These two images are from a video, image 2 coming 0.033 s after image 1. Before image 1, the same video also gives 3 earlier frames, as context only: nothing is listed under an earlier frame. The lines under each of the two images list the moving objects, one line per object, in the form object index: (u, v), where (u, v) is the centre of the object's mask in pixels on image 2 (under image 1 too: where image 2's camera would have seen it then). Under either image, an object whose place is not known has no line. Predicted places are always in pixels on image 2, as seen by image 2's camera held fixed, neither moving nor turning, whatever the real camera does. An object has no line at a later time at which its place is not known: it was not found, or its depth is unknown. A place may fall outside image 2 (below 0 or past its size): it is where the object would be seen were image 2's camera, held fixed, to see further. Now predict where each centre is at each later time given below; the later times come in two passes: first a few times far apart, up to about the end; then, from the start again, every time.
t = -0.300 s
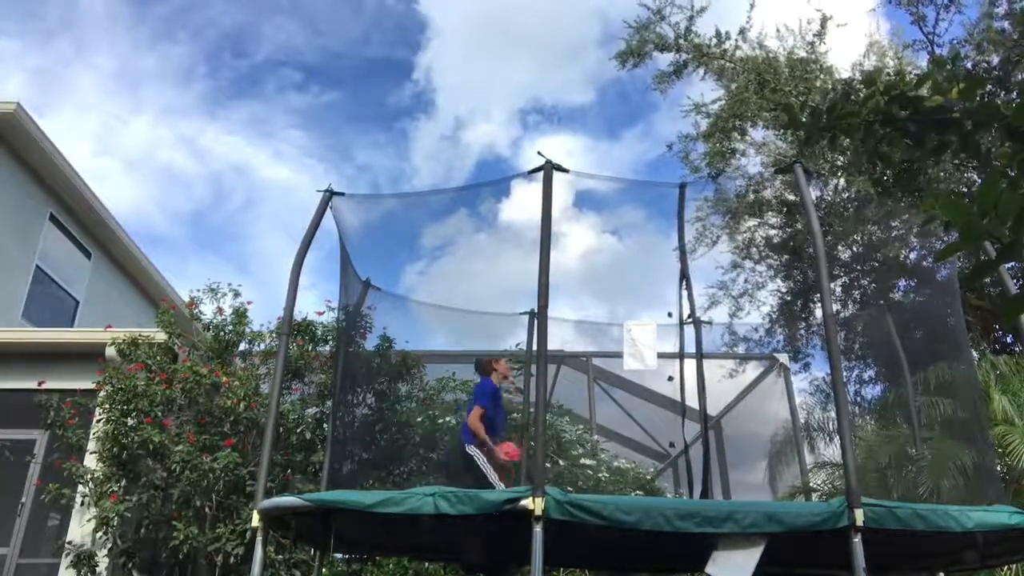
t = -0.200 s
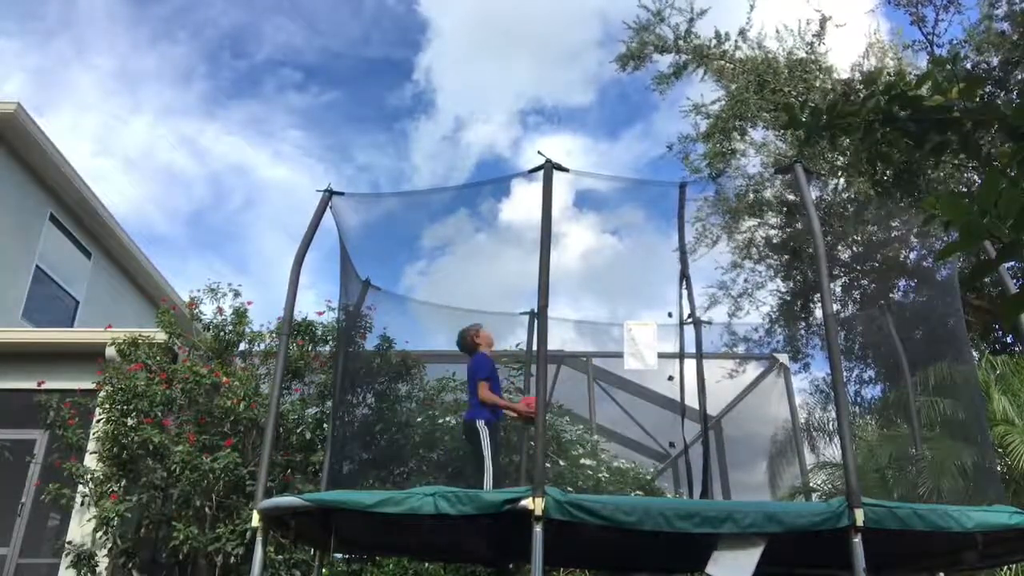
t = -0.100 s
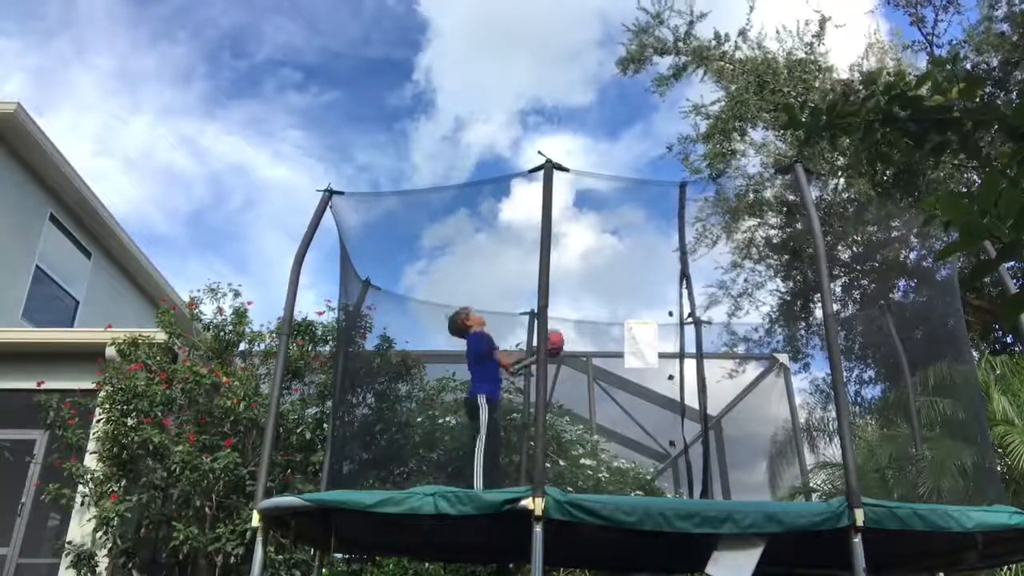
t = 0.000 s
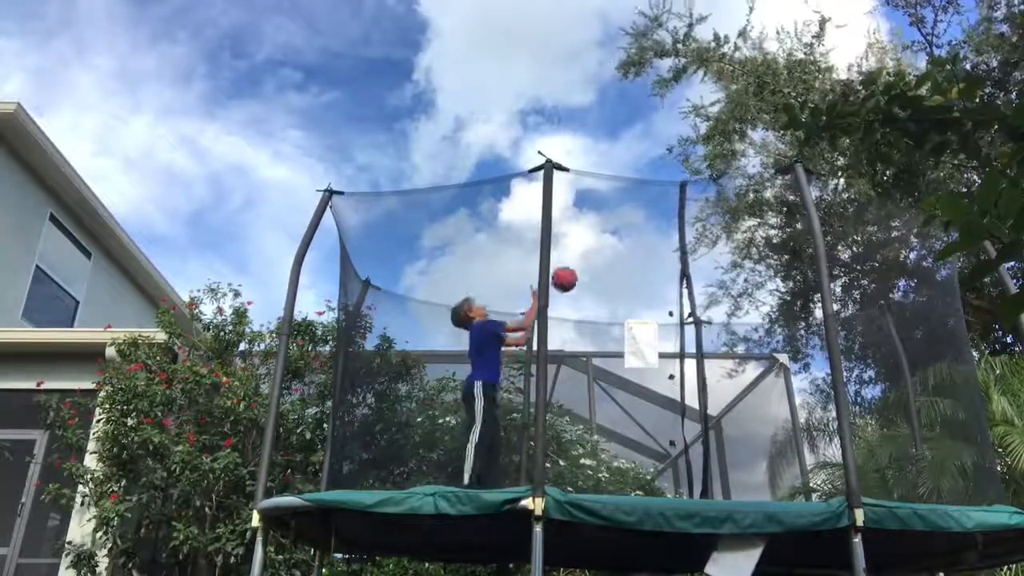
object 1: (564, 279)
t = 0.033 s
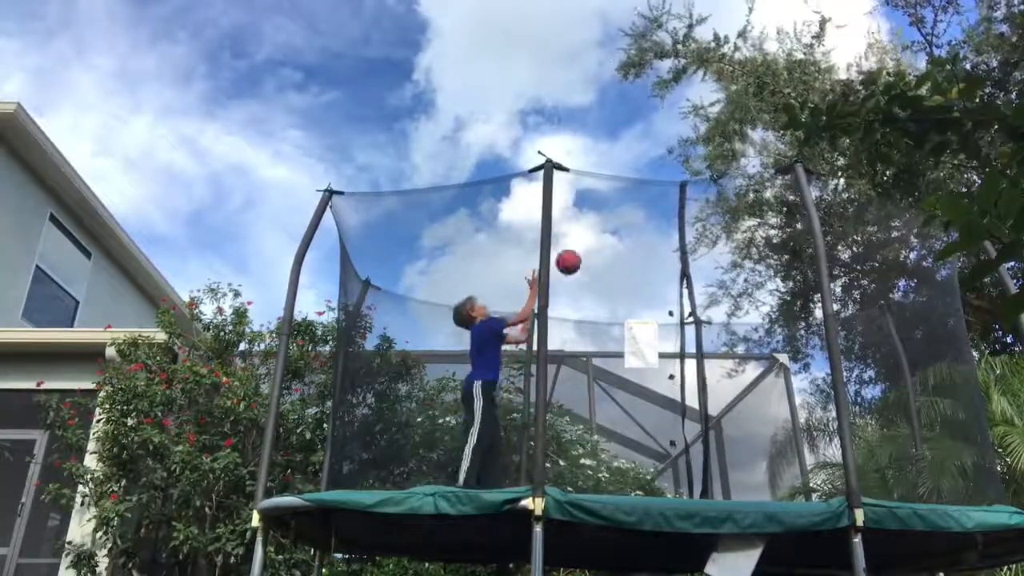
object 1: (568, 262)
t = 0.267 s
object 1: (595, 188)
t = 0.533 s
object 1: (628, 185)
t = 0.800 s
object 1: (668, 265)
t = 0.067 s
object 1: (572, 246)
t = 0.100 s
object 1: (576, 232)
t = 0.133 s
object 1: (580, 221)
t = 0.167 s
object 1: (583, 210)
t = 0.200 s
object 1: (587, 202)
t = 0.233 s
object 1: (590, 194)
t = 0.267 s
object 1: (595, 188)
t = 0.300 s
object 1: (598, 184)
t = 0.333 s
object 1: (602, 180)
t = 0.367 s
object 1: (607, 178)
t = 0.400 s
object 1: (611, 177)
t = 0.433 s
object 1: (615, 177)
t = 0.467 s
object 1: (619, 179)
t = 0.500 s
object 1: (623, 182)
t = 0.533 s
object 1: (628, 185)
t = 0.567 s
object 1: (632, 190)
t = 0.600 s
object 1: (637, 197)
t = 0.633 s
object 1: (642, 204)
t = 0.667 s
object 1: (647, 215)
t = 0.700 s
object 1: (652, 225)
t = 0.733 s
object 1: (658, 237)
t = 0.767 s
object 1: (663, 250)
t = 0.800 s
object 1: (668, 265)
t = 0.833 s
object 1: (674, 281)
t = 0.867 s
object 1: (679, 300)
